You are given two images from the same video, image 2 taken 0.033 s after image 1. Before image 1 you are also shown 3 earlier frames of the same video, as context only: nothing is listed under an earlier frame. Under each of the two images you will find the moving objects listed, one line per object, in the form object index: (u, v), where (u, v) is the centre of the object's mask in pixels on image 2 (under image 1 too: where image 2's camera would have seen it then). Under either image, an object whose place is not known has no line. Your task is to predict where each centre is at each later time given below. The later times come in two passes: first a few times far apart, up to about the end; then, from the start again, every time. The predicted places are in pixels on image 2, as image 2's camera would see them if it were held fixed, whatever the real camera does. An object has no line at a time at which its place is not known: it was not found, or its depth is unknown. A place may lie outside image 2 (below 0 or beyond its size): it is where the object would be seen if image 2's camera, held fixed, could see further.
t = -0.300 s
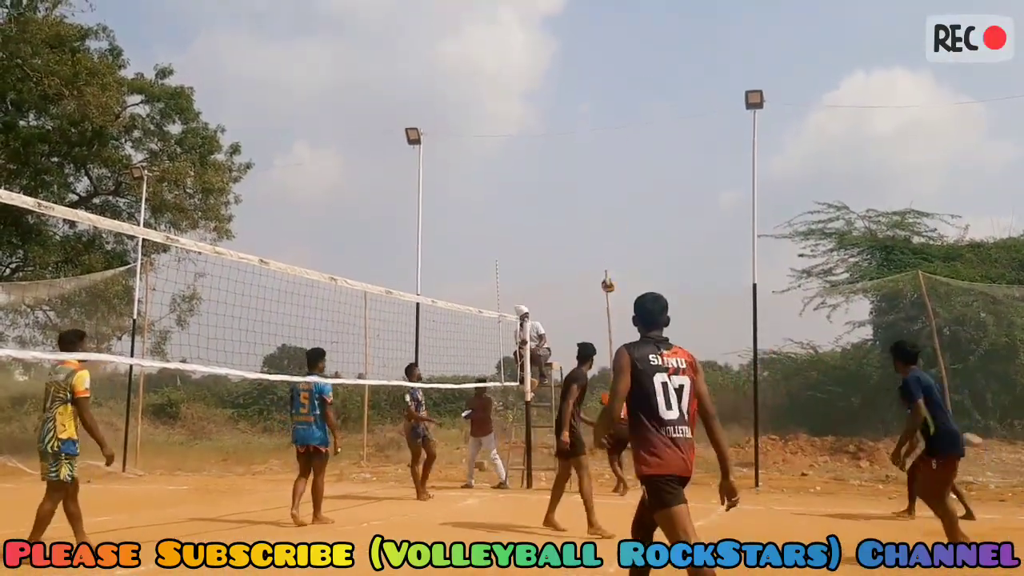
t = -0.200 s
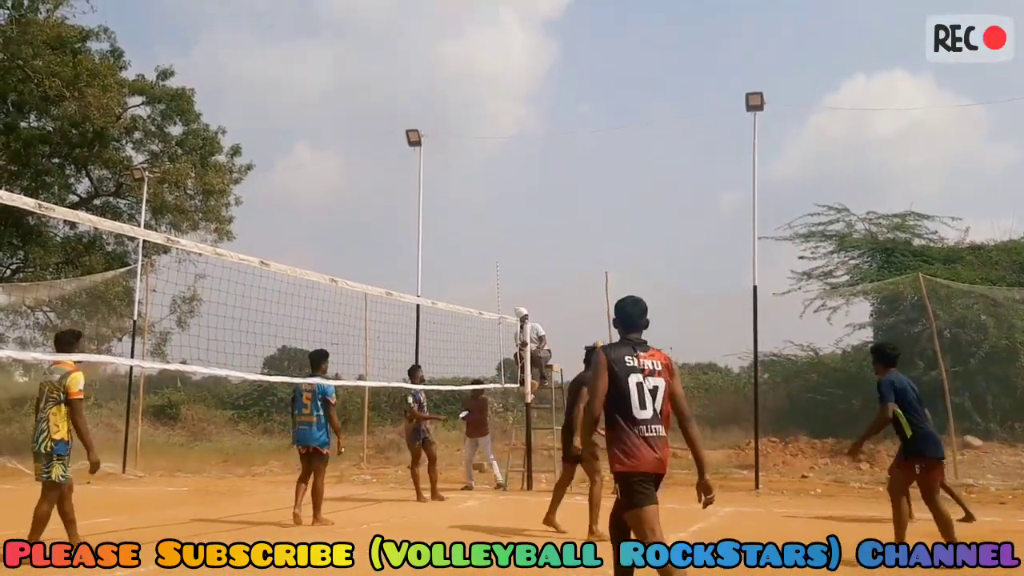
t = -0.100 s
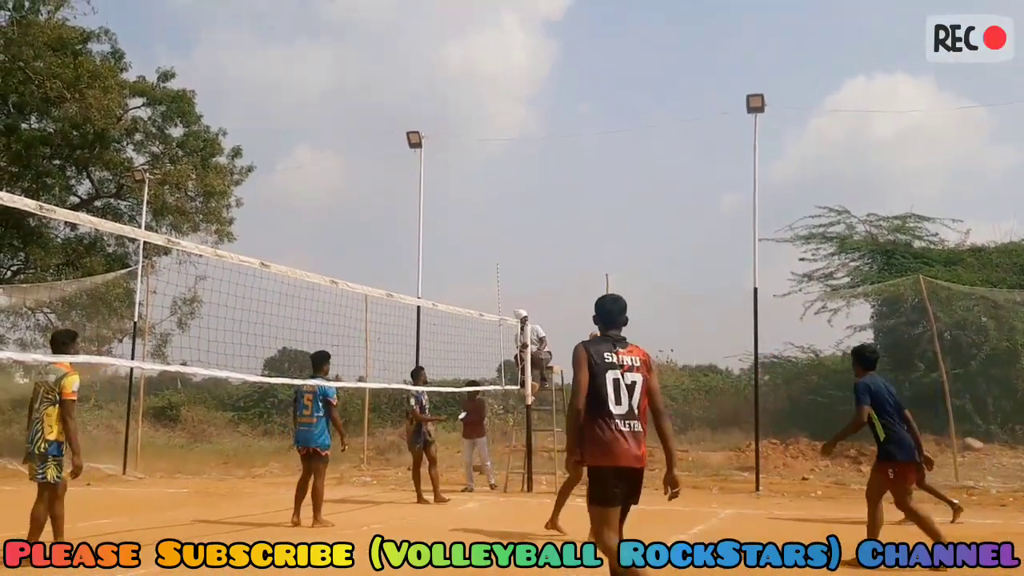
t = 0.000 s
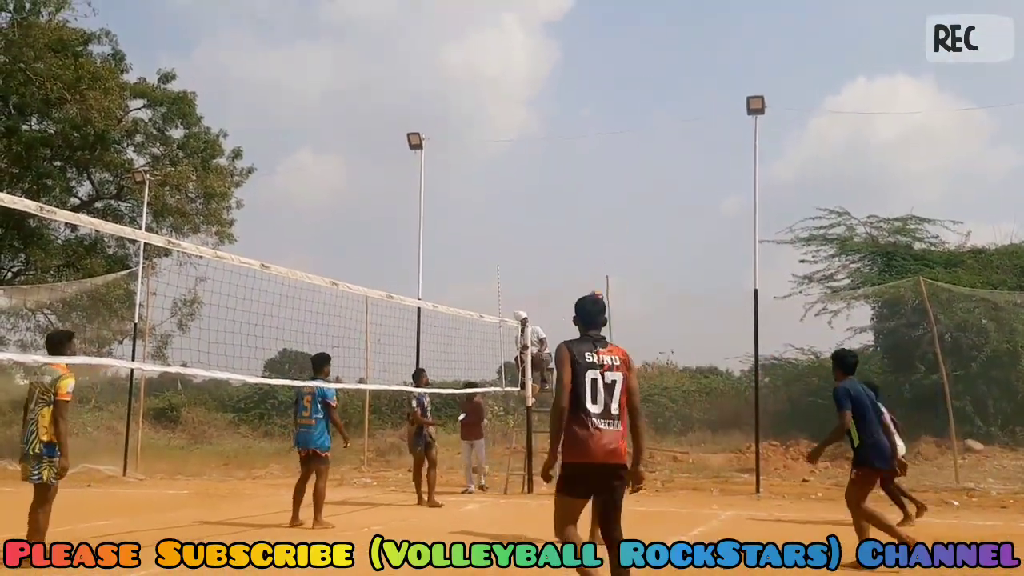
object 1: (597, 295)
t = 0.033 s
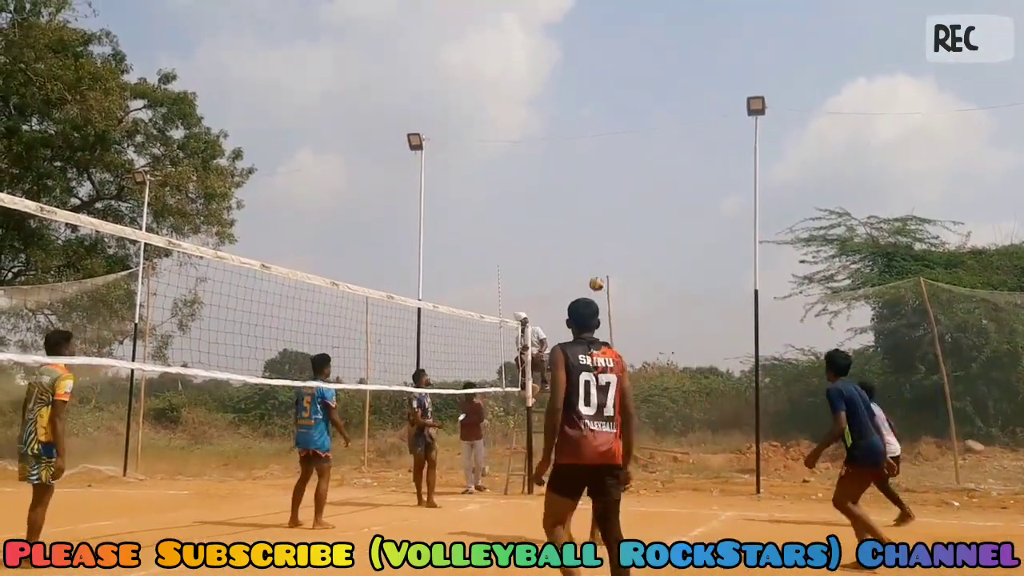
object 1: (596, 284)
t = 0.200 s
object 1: (595, 227)
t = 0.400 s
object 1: (594, 179)
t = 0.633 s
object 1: (592, 156)
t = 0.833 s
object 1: (589, 172)
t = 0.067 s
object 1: (596, 272)
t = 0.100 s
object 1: (596, 259)
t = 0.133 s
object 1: (596, 248)
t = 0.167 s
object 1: (596, 237)
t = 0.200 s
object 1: (595, 227)
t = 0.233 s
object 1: (595, 217)
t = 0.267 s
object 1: (595, 208)
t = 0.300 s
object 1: (595, 200)
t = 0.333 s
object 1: (595, 192)
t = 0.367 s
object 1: (594, 185)
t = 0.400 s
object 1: (594, 179)
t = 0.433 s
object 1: (594, 173)
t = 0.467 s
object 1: (593, 168)
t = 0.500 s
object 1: (593, 164)
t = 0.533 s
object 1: (593, 161)
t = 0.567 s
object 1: (593, 158)
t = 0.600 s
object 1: (592, 157)
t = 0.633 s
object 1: (592, 156)
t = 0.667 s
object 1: (591, 156)
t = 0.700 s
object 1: (591, 157)
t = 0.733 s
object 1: (590, 159)
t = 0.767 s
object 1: (590, 162)
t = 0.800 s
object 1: (590, 167)
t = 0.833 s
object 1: (589, 172)
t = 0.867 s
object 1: (589, 179)
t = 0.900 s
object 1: (588, 187)
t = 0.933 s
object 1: (587, 197)
